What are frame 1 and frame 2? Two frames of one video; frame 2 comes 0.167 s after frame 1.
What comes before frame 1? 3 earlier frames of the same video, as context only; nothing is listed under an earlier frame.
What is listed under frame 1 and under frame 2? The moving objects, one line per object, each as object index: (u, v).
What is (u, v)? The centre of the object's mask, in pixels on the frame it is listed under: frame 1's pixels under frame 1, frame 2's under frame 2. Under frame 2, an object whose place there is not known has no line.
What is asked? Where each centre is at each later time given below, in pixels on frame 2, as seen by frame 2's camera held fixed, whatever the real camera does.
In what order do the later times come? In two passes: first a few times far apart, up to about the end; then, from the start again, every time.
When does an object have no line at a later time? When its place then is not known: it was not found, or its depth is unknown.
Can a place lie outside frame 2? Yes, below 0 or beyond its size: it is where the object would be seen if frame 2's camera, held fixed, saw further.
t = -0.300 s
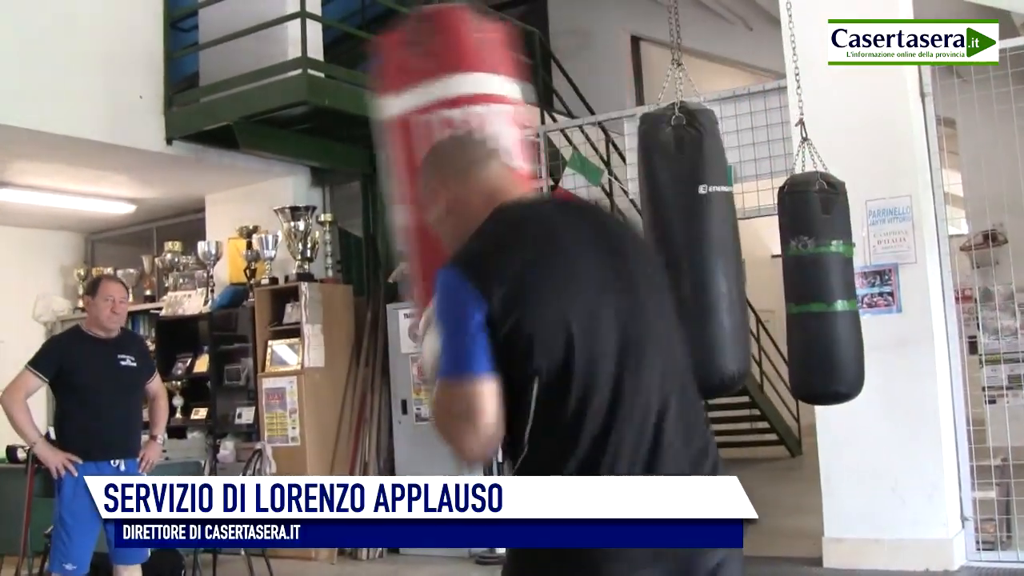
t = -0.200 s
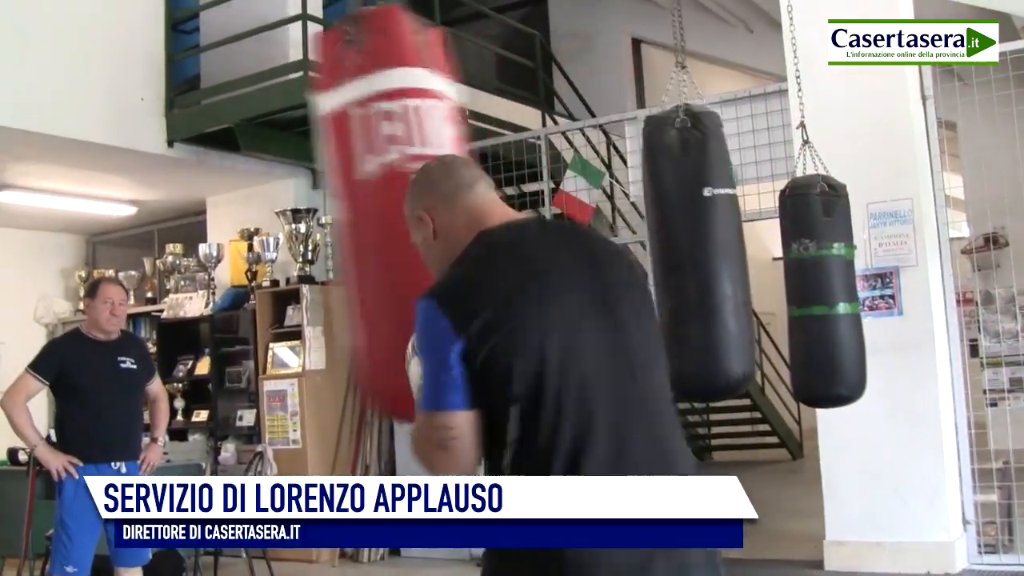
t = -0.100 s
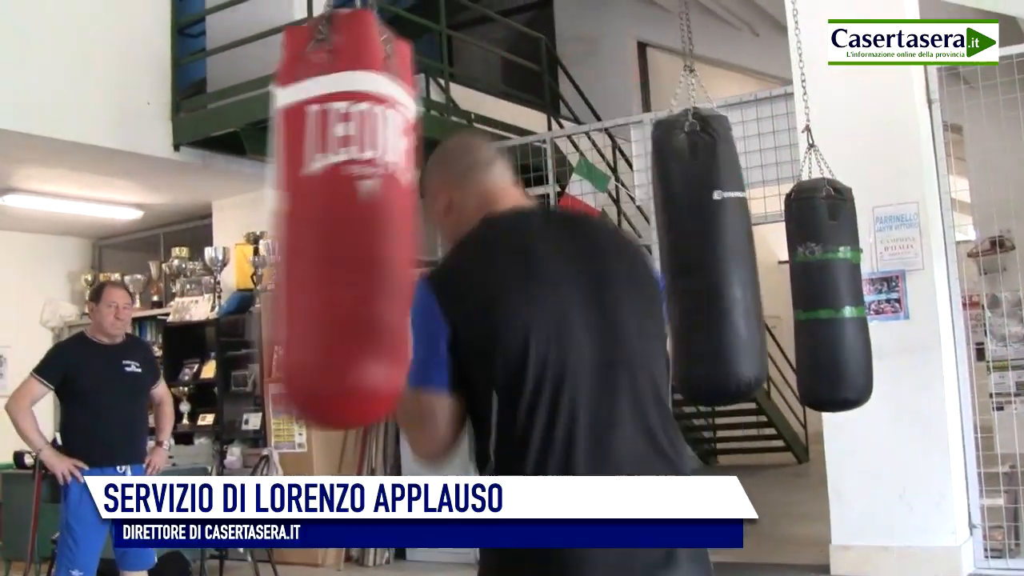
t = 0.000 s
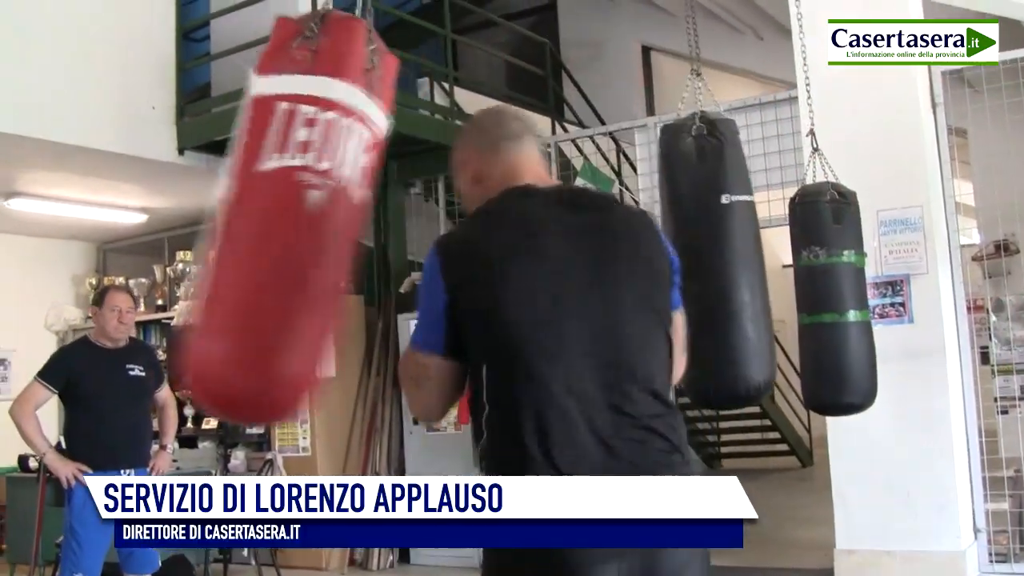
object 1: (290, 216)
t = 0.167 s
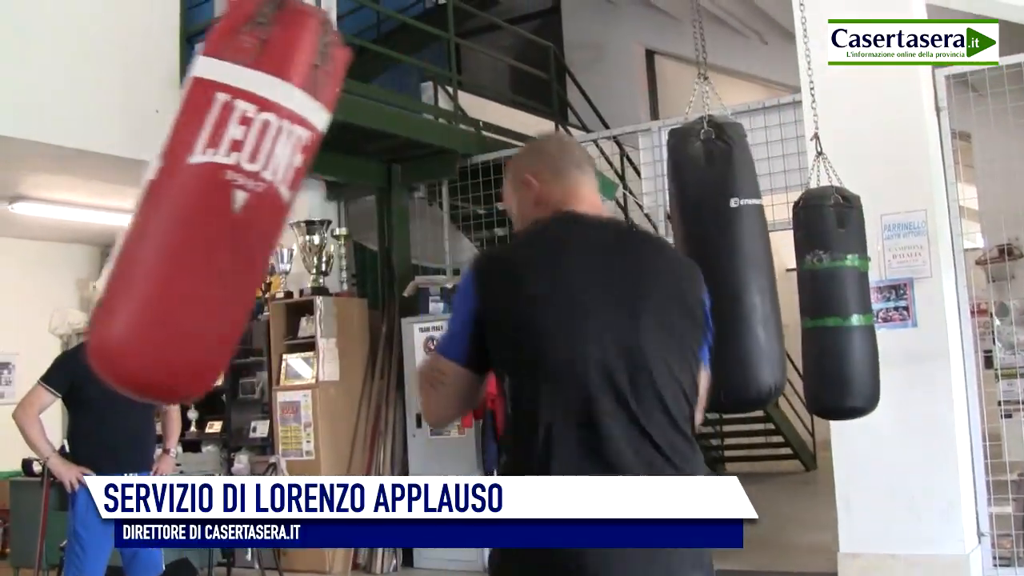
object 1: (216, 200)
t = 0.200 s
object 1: (204, 195)
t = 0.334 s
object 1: (166, 196)
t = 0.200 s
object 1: (204, 195)
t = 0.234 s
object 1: (195, 195)
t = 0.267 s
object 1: (182, 198)
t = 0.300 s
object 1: (172, 196)
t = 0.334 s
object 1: (166, 196)
